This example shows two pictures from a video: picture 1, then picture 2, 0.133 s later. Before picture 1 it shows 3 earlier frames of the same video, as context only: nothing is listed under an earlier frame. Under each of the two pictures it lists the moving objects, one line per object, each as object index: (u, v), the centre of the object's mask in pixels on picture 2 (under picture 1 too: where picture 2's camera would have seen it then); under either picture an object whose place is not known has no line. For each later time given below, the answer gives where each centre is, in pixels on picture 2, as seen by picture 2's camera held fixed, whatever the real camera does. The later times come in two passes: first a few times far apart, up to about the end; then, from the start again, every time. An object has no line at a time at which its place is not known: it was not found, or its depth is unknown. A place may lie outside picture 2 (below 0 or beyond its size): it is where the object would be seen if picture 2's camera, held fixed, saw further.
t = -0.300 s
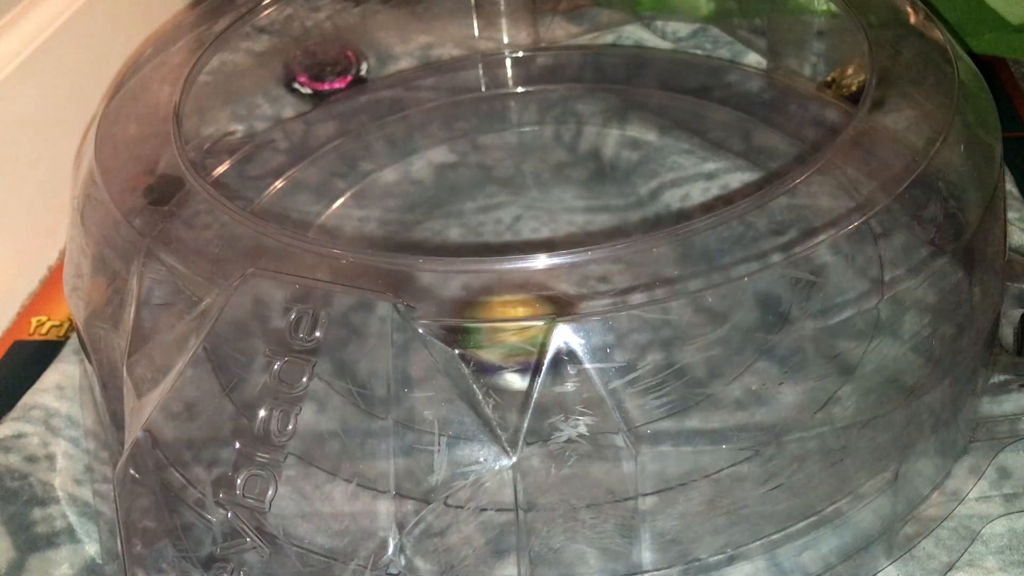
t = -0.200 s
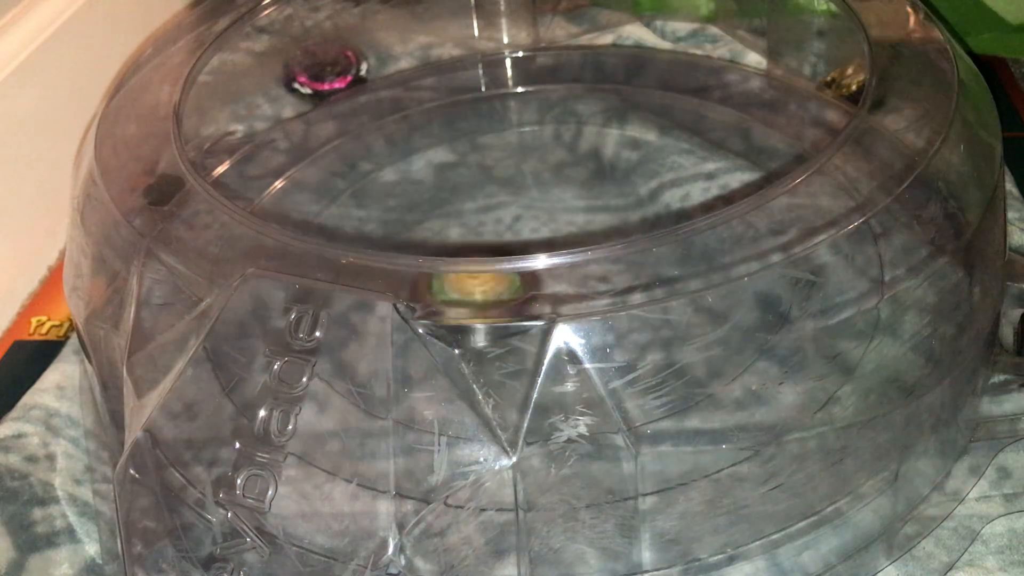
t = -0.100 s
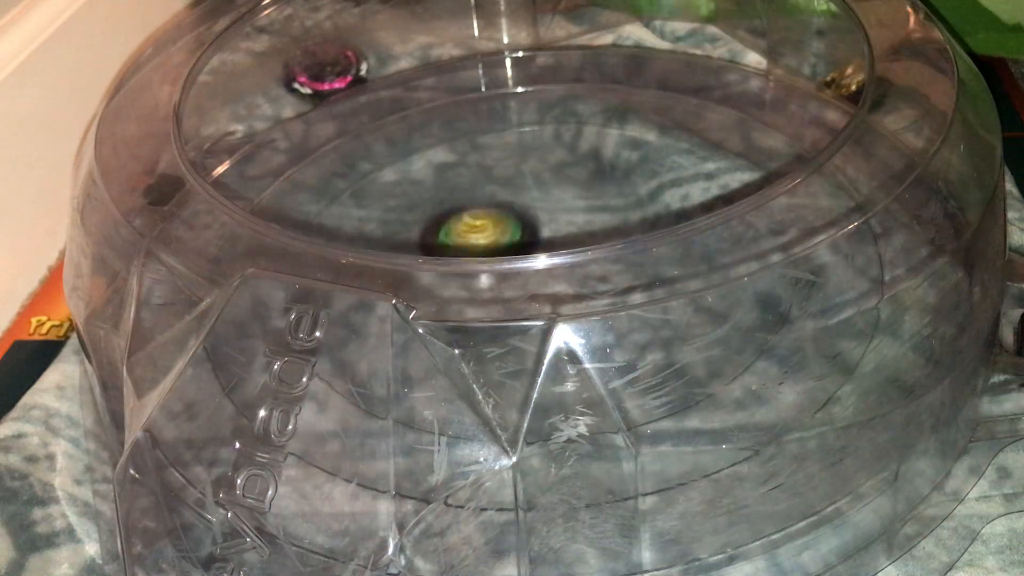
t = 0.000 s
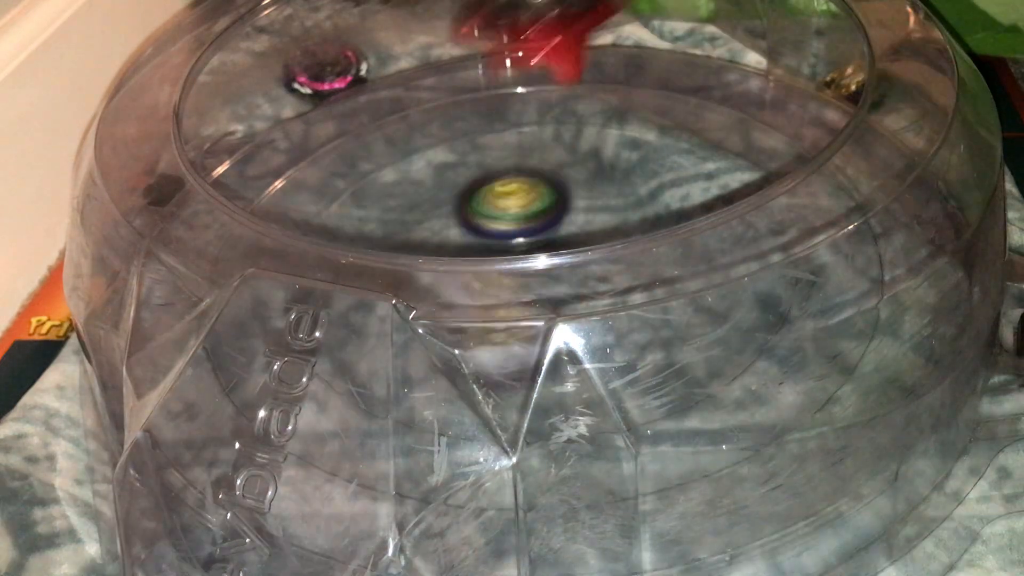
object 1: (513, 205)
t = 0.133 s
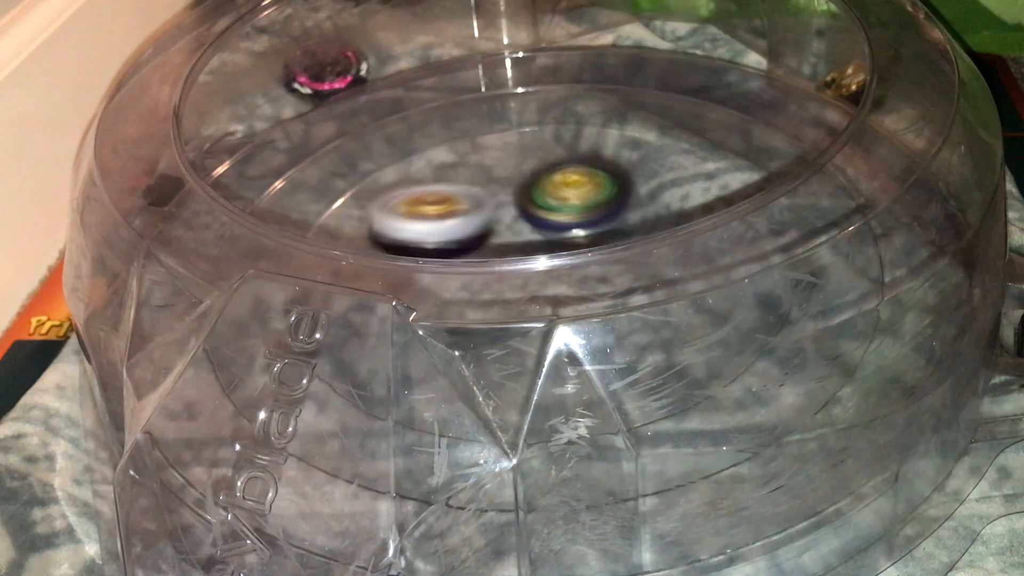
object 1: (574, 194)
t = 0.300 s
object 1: (605, 222)
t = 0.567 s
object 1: (540, 276)
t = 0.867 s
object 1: (546, 226)
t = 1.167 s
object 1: (544, 224)
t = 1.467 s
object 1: (572, 168)
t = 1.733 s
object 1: (670, 105)
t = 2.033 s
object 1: (638, 114)
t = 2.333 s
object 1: (603, 84)
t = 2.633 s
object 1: (551, 76)
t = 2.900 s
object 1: (496, 86)
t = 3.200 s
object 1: (461, 136)
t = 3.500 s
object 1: (538, 245)
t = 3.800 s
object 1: (586, 145)
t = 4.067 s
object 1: (526, 351)
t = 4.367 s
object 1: (232, 347)
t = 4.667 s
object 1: (241, 285)
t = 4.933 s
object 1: (243, 279)
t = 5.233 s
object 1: (259, 266)
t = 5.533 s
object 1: (325, 241)
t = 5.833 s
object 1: (438, 195)
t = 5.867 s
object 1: (433, 194)
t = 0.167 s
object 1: (587, 199)
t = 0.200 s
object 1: (597, 206)
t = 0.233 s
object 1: (603, 211)
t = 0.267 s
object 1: (606, 215)
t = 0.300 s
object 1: (605, 222)
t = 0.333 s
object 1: (607, 240)
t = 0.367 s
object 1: (604, 246)
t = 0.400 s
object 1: (597, 262)
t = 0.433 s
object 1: (587, 268)
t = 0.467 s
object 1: (575, 273)
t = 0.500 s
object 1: (562, 275)
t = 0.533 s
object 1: (550, 277)
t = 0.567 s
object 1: (540, 276)
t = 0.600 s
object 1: (533, 273)
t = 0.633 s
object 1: (527, 270)
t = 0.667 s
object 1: (524, 257)
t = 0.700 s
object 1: (524, 256)
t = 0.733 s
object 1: (526, 249)
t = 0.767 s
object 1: (531, 242)
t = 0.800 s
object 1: (535, 230)
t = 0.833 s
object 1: (541, 228)
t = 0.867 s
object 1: (546, 226)
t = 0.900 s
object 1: (549, 225)
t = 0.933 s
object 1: (551, 225)
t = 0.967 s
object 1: (551, 226)
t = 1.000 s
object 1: (551, 227)
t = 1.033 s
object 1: (550, 229)
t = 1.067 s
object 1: (549, 238)
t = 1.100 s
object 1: (547, 231)
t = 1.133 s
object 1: (545, 231)
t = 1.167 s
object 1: (544, 224)
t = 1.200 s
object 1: (541, 217)
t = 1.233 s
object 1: (539, 212)
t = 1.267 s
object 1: (537, 206)
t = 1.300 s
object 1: (538, 203)
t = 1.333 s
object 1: (545, 190)
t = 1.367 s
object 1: (554, 175)
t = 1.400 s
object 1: (561, 170)
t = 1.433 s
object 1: (567, 167)
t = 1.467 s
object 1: (572, 168)
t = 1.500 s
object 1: (576, 170)
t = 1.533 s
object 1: (580, 171)
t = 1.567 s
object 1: (605, 149)
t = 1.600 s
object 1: (628, 132)
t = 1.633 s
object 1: (648, 116)
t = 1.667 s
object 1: (658, 109)
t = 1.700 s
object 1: (667, 105)
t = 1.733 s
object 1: (670, 105)
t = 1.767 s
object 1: (672, 104)
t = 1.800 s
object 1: (671, 103)
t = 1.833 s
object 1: (670, 103)
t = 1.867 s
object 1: (667, 101)
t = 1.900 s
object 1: (662, 101)
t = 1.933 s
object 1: (657, 101)
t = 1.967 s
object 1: (651, 101)
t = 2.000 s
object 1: (645, 105)
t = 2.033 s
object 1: (638, 114)
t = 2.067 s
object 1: (629, 126)
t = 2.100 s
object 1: (619, 137)
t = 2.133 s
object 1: (613, 141)
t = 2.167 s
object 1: (616, 124)
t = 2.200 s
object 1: (615, 104)
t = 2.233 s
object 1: (614, 93)
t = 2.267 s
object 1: (611, 89)
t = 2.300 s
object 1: (608, 86)
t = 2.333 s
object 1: (603, 84)
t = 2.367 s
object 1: (599, 83)
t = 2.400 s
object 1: (594, 81)
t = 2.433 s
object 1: (588, 81)
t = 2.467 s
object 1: (582, 79)
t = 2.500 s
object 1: (577, 78)
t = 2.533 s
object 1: (571, 77)
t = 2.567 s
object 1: (565, 76)
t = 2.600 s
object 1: (558, 76)
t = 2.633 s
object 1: (551, 76)
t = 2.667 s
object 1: (544, 76)
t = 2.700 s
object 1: (536, 77)
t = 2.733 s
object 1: (530, 78)
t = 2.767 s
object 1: (524, 79)
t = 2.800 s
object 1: (517, 80)
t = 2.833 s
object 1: (510, 82)
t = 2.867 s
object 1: (502, 84)
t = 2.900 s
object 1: (496, 86)
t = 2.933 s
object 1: (489, 89)
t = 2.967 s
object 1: (483, 92)
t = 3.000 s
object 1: (476, 96)
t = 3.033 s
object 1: (470, 99)
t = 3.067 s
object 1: (464, 103)
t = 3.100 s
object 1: (459, 106)
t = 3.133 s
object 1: (457, 115)
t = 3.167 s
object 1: (457, 124)
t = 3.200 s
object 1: (461, 136)
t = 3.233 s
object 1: (465, 146)
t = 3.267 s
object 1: (471, 159)
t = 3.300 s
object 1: (478, 175)
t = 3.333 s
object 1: (486, 190)
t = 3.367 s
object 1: (496, 209)
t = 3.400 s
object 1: (505, 219)
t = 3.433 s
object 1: (513, 228)
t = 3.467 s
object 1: (522, 234)
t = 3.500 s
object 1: (538, 245)
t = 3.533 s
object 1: (538, 221)
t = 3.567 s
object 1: (546, 202)
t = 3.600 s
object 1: (550, 171)
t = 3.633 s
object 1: (555, 150)
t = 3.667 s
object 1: (559, 138)
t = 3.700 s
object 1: (565, 131)
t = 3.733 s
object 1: (572, 132)
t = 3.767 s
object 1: (578, 136)
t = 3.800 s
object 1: (586, 145)
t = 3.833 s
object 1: (595, 162)
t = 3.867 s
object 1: (605, 183)
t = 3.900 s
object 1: (609, 204)
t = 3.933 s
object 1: (613, 232)
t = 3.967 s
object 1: (616, 265)
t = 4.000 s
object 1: (598, 301)
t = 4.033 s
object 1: (569, 322)
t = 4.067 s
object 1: (526, 351)
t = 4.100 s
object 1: (484, 369)
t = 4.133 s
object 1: (436, 380)
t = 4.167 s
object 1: (389, 381)
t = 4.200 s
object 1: (354, 383)
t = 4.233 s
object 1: (310, 383)
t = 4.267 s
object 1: (269, 377)
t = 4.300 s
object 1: (231, 375)
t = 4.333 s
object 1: (231, 363)
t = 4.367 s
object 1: (232, 347)
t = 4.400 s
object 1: (236, 332)
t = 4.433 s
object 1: (236, 322)
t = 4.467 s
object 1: (239, 312)
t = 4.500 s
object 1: (237, 302)
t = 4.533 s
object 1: (241, 292)
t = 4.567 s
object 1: (239, 288)
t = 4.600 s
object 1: (240, 288)
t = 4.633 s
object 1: (241, 286)
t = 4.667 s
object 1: (241, 285)
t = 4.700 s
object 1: (240, 285)
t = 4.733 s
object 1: (240, 285)
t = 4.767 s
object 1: (240, 284)
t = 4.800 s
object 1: (241, 283)
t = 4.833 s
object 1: (242, 282)
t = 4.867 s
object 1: (242, 282)
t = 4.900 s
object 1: (243, 280)
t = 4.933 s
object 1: (243, 279)
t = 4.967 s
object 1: (244, 279)
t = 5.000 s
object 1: (245, 278)
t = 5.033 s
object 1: (245, 277)
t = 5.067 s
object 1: (246, 276)
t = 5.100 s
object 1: (247, 275)
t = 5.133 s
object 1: (249, 274)
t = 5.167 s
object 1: (253, 270)
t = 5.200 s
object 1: (257, 268)
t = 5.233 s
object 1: (259, 266)
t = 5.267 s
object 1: (261, 265)
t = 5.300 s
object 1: (263, 264)
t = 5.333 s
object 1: (265, 263)
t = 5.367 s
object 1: (267, 263)
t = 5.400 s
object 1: (269, 261)
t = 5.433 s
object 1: (274, 257)
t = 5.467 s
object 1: (283, 252)
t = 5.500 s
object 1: (305, 246)
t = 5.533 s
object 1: (325, 241)
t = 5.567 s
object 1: (354, 222)
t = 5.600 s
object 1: (379, 219)
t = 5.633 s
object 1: (401, 217)
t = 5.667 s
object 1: (430, 213)
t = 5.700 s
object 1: (459, 209)
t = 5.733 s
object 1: (479, 207)
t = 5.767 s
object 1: (463, 202)
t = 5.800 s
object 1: (448, 198)
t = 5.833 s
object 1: (438, 195)
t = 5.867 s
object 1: (433, 194)
